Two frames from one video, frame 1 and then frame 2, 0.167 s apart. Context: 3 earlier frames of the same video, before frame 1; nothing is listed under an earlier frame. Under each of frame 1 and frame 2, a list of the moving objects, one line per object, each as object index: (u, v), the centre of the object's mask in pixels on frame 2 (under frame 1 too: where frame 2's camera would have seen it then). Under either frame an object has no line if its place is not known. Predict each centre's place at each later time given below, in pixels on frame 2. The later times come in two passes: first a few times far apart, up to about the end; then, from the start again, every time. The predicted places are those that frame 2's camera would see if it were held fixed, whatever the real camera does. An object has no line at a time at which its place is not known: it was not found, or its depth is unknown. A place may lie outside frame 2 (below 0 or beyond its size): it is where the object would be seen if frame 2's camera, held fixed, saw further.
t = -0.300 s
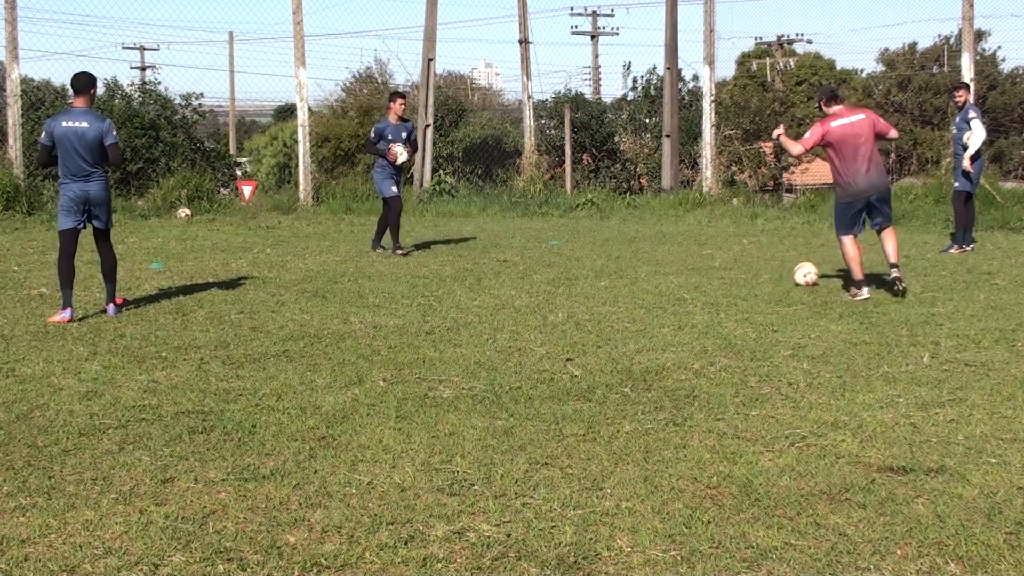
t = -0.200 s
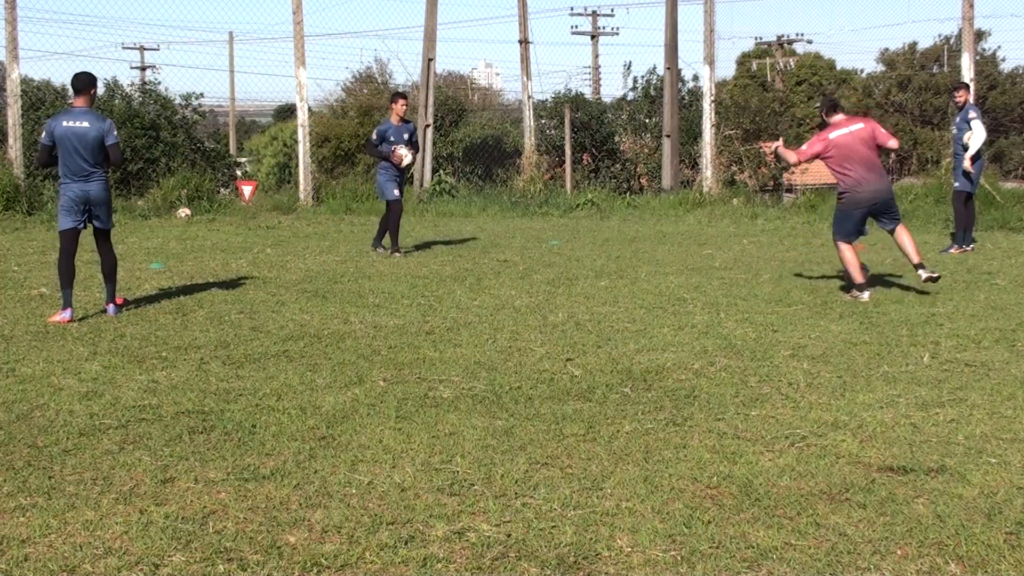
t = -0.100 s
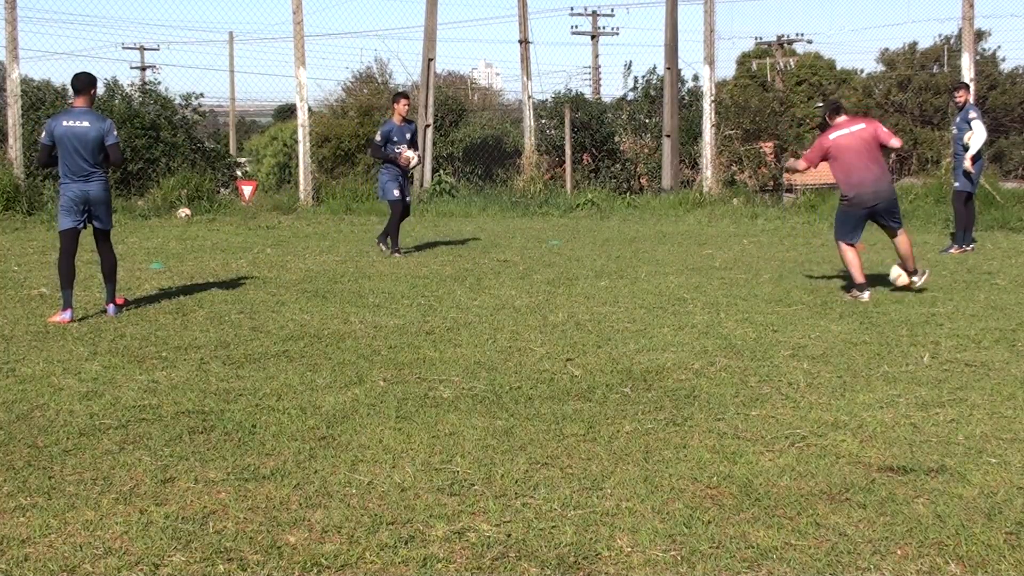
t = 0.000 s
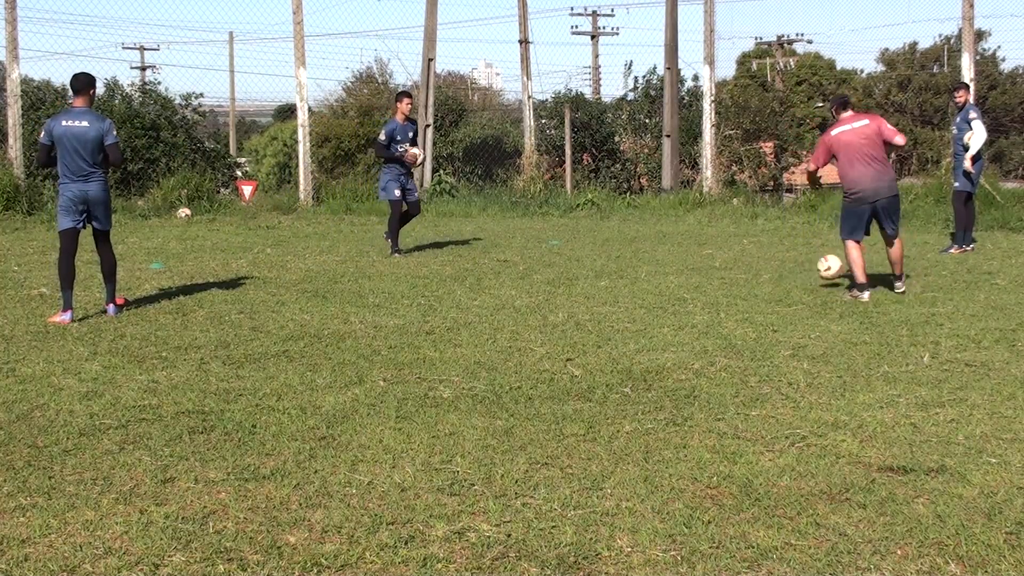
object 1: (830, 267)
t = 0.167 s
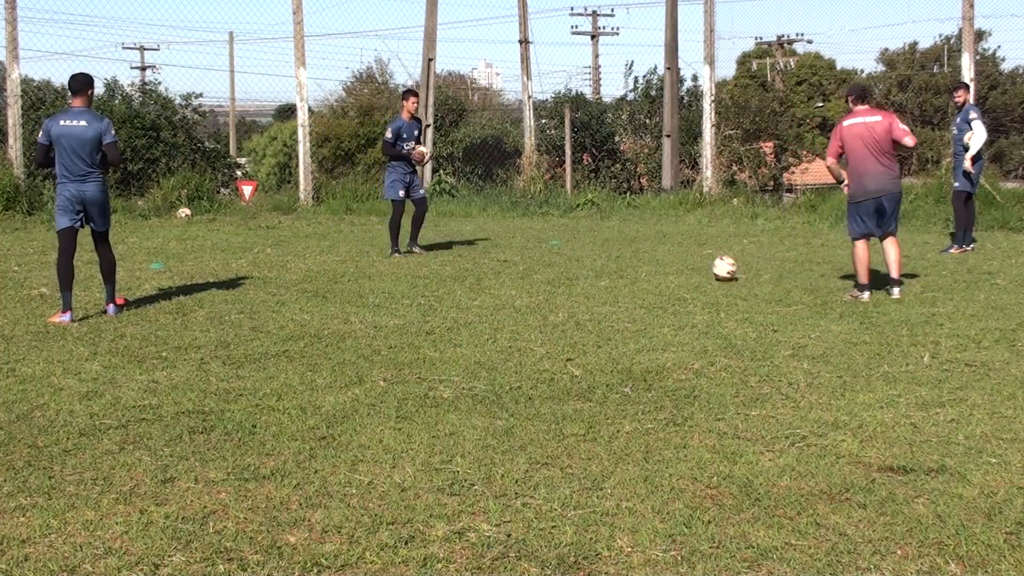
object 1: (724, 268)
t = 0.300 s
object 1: (662, 256)
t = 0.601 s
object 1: (549, 260)
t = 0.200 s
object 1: (708, 264)
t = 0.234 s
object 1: (693, 260)
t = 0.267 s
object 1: (677, 257)
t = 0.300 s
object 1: (662, 256)
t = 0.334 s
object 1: (647, 257)
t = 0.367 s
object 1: (633, 258)
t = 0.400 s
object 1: (618, 260)
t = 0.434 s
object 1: (604, 263)
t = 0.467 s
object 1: (592, 263)
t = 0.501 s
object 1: (581, 261)
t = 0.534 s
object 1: (570, 260)
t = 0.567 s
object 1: (560, 260)
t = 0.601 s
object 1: (549, 260)
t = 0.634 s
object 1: (540, 261)
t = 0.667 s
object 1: (530, 259)
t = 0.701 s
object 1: (520, 258)
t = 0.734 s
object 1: (511, 257)
